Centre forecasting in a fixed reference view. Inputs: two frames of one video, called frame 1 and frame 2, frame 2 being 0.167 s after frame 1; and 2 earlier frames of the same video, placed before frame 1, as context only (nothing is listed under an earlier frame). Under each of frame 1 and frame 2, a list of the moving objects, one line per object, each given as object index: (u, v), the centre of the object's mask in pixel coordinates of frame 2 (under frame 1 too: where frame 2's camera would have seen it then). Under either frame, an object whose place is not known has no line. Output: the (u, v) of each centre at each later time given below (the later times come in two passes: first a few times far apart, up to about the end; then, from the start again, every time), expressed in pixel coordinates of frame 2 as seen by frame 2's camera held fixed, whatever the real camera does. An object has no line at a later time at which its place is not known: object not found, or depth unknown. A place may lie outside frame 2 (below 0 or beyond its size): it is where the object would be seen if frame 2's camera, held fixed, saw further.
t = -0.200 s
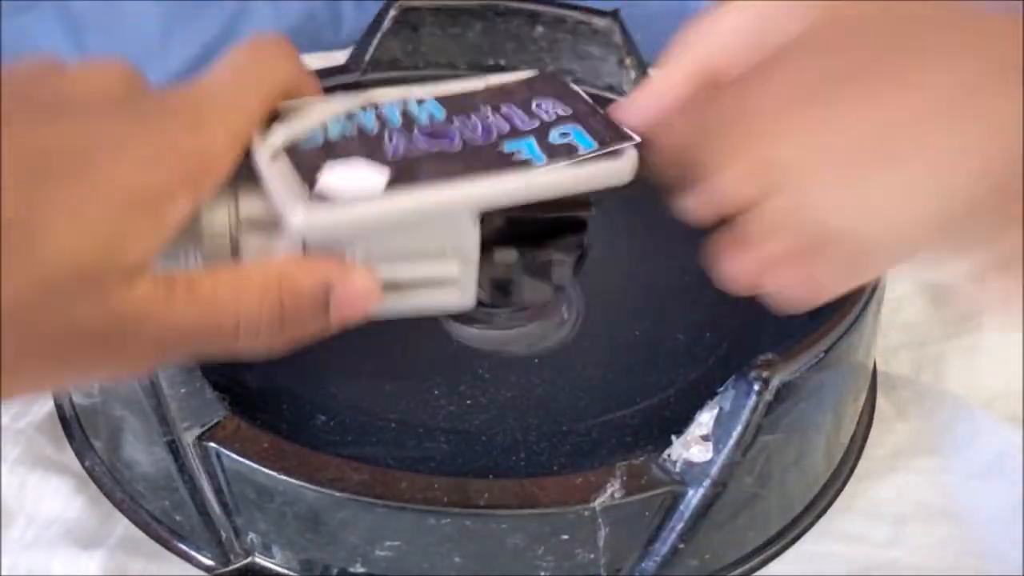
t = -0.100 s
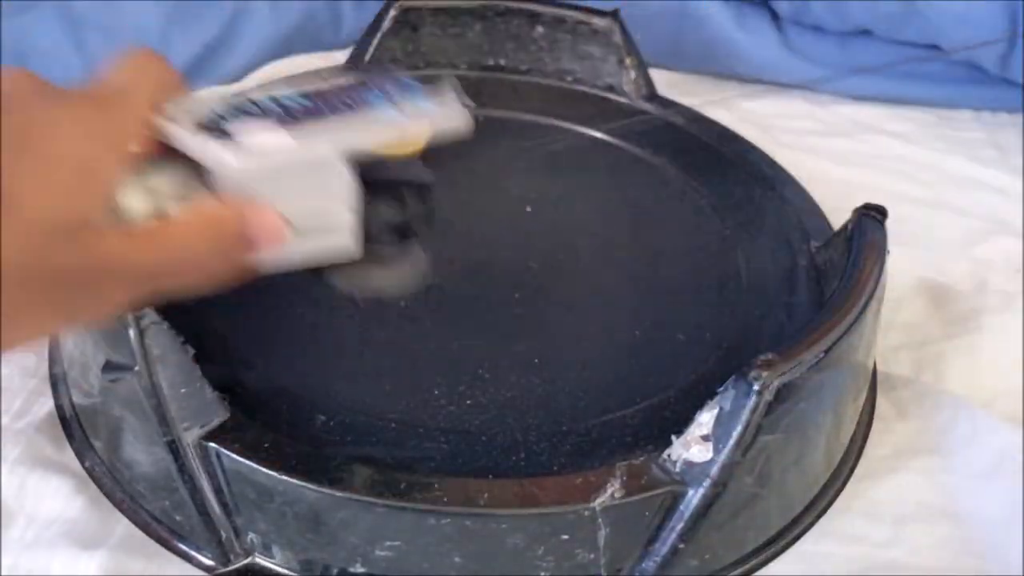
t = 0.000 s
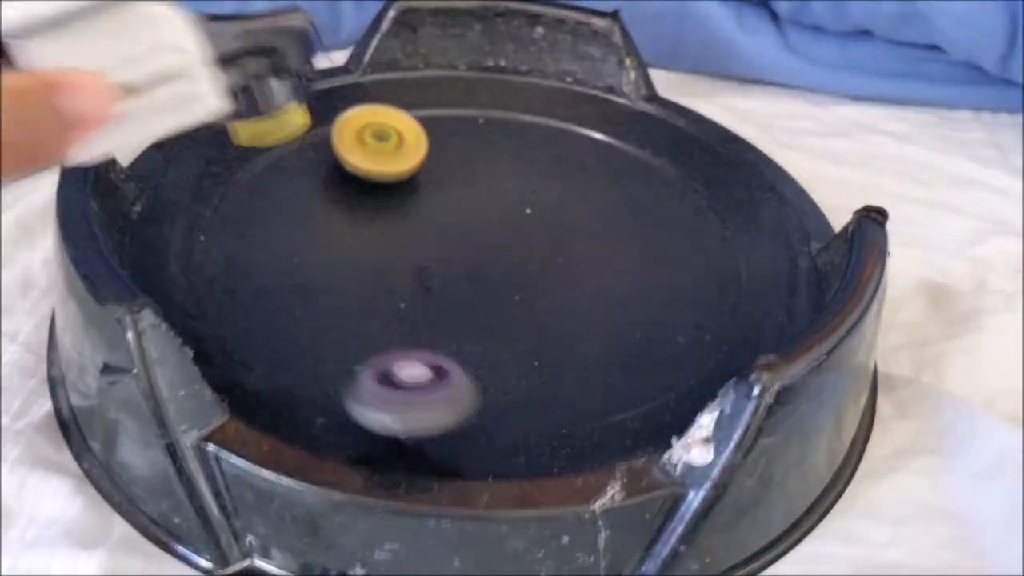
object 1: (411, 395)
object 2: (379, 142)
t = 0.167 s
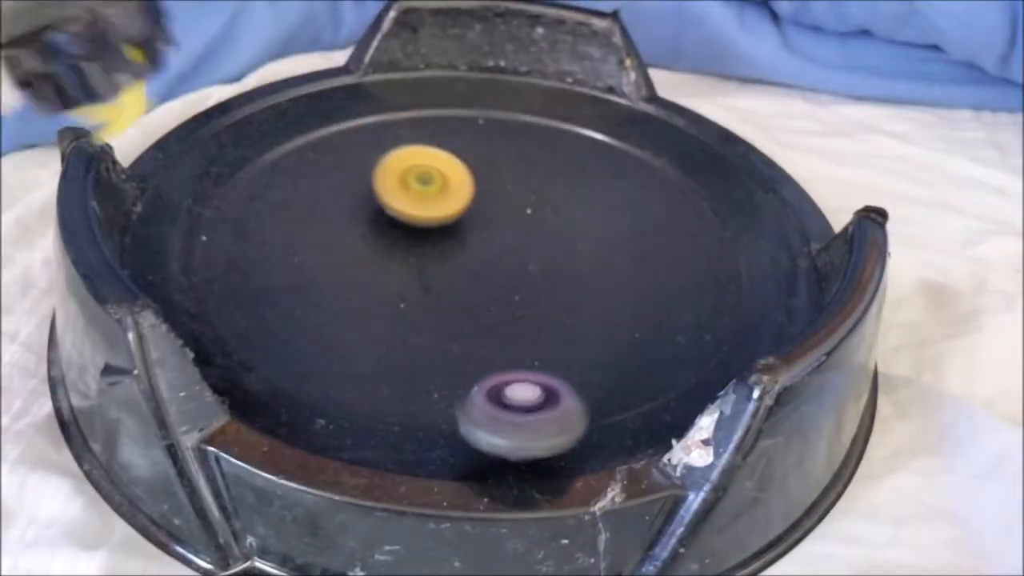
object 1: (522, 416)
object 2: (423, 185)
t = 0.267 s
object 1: (529, 390)
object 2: (475, 197)
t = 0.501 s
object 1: (503, 297)
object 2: (562, 166)
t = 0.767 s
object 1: (376, 236)
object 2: (551, 113)
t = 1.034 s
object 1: (300, 236)
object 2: (486, 147)
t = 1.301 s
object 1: (352, 248)
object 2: (551, 246)
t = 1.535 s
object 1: (397, 230)
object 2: (683, 231)
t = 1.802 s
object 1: (389, 199)
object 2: (676, 177)
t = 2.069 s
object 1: (395, 190)
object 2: (531, 216)
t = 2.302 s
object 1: (415, 188)
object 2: (506, 305)
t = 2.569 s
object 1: (442, 184)
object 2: (656, 321)
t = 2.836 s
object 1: (470, 183)
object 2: (631, 249)
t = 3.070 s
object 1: (458, 114)
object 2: (493, 288)
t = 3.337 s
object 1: (446, 107)
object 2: (531, 357)
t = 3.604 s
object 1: (489, 192)
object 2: (579, 304)
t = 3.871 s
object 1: (562, 193)
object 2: (412, 276)
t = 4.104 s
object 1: (572, 202)
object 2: (353, 324)
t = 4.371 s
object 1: (578, 221)
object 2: (459, 323)
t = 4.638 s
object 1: (580, 242)
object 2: (415, 229)
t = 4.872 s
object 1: (576, 257)
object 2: (306, 202)
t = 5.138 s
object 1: (565, 272)
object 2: (317, 247)
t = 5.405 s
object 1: (544, 287)
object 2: (450, 223)
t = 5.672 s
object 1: (514, 298)
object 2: (428, 143)
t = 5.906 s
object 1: (487, 302)
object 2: (366, 139)
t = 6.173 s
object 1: (456, 297)
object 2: (441, 205)
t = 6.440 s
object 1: (425, 285)
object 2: (542, 170)
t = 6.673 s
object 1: (406, 274)
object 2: (516, 138)
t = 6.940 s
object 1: (392, 259)
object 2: (497, 194)
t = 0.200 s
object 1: (528, 408)
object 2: (439, 191)
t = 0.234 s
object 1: (529, 398)
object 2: (457, 195)
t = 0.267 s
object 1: (529, 390)
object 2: (475, 197)
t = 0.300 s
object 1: (529, 376)
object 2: (493, 196)
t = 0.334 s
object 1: (528, 361)
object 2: (511, 193)
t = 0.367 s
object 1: (526, 347)
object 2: (527, 189)
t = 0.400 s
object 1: (522, 332)
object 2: (541, 183)
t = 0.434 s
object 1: (516, 318)
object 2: (552, 176)
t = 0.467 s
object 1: (508, 304)
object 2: (559, 169)
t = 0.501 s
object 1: (503, 297)
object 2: (562, 166)
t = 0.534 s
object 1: (492, 285)
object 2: (567, 158)
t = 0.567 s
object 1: (479, 274)
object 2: (569, 150)
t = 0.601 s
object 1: (464, 265)
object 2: (569, 143)
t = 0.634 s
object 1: (448, 257)
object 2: (568, 136)
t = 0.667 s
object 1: (430, 251)
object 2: (566, 129)
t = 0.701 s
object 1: (412, 245)
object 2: (562, 123)
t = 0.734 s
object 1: (393, 240)
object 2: (557, 118)
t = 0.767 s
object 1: (376, 236)
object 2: (551, 113)
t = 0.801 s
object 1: (360, 233)
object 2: (544, 110)
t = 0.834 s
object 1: (344, 232)
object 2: (536, 109)
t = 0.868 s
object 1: (331, 231)
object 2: (528, 110)
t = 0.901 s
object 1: (320, 231)
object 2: (519, 113)
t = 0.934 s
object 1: (312, 231)
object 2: (510, 118)
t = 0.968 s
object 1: (306, 233)
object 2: (501, 126)
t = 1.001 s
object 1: (302, 234)
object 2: (493, 135)
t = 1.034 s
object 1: (300, 236)
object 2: (486, 147)
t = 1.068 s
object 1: (301, 237)
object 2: (482, 160)
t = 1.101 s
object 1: (303, 239)
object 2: (481, 174)
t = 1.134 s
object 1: (308, 241)
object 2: (484, 189)
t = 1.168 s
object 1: (315, 243)
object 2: (491, 203)
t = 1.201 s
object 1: (323, 245)
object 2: (502, 216)
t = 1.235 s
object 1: (332, 247)
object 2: (516, 228)
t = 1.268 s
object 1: (342, 248)
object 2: (532, 238)
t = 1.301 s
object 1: (352, 248)
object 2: (551, 246)
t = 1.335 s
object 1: (363, 248)
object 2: (571, 251)
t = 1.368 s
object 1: (373, 248)
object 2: (593, 254)
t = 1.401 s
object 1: (381, 245)
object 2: (614, 254)
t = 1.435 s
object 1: (388, 242)
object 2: (634, 250)
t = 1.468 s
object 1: (393, 239)
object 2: (652, 245)
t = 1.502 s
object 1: (396, 235)
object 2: (669, 239)
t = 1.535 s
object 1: (397, 230)
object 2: (683, 231)
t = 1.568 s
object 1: (397, 225)
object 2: (694, 222)
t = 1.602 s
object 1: (396, 220)
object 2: (702, 213)
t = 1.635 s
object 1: (394, 215)
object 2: (708, 205)
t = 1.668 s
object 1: (393, 211)
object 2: (712, 196)
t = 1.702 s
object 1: (391, 207)
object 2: (708, 189)
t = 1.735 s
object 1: (390, 204)
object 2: (698, 184)
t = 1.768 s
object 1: (389, 201)
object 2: (688, 180)
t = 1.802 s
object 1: (389, 199)
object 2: (676, 177)
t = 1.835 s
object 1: (389, 197)
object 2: (661, 176)
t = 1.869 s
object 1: (389, 195)
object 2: (645, 176)
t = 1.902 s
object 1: (389, 194)
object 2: (626, 178)
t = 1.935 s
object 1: (389, 193)
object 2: (607, 181)
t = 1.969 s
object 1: (390, 192)
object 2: (587, 187)
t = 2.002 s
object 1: (392, 191)
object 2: (567, 195)
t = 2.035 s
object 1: (393, 191)
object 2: (548, 205)
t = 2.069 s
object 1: (395, 190)
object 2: (531, 216)
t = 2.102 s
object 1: (398, 190)
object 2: (518, 228)
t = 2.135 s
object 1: (400, 190)
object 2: (506, 241)
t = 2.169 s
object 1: (403, 190)
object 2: (499, 254)
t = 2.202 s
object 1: (405, 189)
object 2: (495, 268)
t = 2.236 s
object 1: (408, 189)
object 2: (494, 281)
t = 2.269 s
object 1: (412, 188)
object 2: (499, 293)
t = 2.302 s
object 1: (415, 188)
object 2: (506, 305)
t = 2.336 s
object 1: (418, 187)
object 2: (518, 315)
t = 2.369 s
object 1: (421, 187)
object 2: (533, 323)
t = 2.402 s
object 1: (425, 186)
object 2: (552, 329)
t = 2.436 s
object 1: (428, 186)
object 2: (573, 332)
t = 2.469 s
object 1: (431, 186)
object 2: (595, 332)
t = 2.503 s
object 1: (435, 185)
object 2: (617, 331)
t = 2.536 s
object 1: (438, 184)
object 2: (638, 327)
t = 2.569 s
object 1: (442, 184)
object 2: (656, 321)
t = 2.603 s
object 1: (446, 184)
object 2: (671, 314)
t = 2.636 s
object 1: (449, 183)
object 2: (681, 305)
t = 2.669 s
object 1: (453, 183)
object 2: (686, 296)
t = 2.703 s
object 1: (456, 183)
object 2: (685, 286)
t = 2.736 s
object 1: (459, 183)
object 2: (679, 276)
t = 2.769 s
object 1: (463, 183)
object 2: (667, 266)
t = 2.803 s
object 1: (467, 183)
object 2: (652, 257)
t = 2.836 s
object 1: (470, 183)
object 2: (631, 249)
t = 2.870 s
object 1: (474, 183)
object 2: (608, 242)
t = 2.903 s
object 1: (478, 183)
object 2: (582, 237)
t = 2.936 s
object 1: (481, 183)
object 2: (555, 235)
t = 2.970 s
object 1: (482, 178)
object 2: (529, 235)
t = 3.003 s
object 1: (473, 149)
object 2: (515, 258)
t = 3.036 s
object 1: (467, 138)
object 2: (507, 269)
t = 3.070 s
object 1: (458, 114)
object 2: (493, 288)
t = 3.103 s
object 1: (451, 97)
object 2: (482, 303)
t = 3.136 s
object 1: (444, 85)
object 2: (476, 316)
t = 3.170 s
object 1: (439, 80)
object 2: (474, 327)
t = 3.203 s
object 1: (437, 80)
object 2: (479, 336)
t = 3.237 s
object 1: (438, 82)
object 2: (487, 344)
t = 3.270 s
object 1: (441, 87)
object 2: (499, 350)
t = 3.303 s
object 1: (443, 97)
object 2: (514, 355)
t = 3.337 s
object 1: (446, 107)
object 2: (531, 357)
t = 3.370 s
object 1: (449, 118)
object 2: (547, 357)
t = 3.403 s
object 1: (452, 130)
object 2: (563, 355)
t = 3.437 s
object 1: (455, 142)
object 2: (575, 351)
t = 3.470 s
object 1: (460, 153)
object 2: (584, 344)
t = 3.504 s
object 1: (466, 164)
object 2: (589, 336)
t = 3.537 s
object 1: (473, 175)
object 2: (590, 326)
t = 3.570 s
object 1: (480, 184)
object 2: (587, 315)
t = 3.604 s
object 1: (489, 192)
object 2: (579, 304)
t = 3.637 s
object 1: (498, 198)
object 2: (567, 293)
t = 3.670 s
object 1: (507, 203)
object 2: (550, 283)
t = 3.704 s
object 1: (516, 206)
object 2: (531, 274)
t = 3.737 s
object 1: (526, 206)
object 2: (511, 266)
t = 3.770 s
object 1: (538, 202)
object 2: (484, 266)
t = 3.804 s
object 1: (549, 197)
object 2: (457, 269)
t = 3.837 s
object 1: (557, 194)
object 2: (433, 272)
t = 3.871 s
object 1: (562, 193)
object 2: (412, 276)
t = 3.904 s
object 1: (565, 194)
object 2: (393, 280)
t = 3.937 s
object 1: (568, 195)
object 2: (377, 286)
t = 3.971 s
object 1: (569, 196)
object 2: (364, 292)
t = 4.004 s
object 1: (570, 197)
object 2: (355, 299)
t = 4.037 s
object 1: (571, 199)
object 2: (351, 307)
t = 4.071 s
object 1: (571, 200)
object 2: (351, 315)
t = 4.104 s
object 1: (572, 202)
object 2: (353, 324)
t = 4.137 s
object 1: (573, 204)
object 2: (359, 331)
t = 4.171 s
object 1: (573, 206)
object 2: (371, 337)
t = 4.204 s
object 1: (574, 208)
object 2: (385, 341)
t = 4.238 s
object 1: (575, 210)
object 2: (401, 343)
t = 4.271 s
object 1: (576, 213)
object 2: (417, 342)
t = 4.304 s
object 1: (576, 216)
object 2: (434, 338)
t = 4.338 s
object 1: (577, 218)
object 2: (448, 332)
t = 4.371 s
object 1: (578, 221)
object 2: (459, 323)
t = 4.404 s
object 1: (579, 223)
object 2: (467, 312)
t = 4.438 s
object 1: (579, 226)
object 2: (469, 300)
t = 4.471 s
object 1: (579, 228)
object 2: (468, 287)
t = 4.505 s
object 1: (580, 231)
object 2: (463, 273)
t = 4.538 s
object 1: (580, 234)
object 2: (454, 261)
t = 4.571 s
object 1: (580, 237)
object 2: (443, 250)
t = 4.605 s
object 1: (580, 240)
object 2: (430, 239)
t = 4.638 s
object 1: (580, 242)
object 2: (415, 229)
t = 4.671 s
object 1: (580, 244)
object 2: (400, 220)
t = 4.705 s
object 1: (580, 246)
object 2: (383, 213)
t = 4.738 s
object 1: (579, 248)
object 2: (367, 207)
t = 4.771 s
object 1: (578, 250)
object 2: (350, 203)
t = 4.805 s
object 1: (578, 252)
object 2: (334, 201)
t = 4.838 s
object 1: (577, 255)
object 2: (319, 201)
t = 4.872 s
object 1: (576, 257)
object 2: (306, 202)
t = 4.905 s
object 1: (575, 259)
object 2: (295, 205)
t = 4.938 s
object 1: (574, 261)
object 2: (286, 209)
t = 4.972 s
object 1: (573, 263)
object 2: (281, 214)
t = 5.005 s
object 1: (571, 265)
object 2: (280, 220)
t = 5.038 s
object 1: (570, 266)
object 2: (283, 226)
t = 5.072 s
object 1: (568, 268)
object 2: (291, 234)
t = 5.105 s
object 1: (567, 270)
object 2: (302, 241)
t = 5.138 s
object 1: (565, 272)
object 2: (317, 247)
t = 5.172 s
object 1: (563, 274)
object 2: (335, 252)
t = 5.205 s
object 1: (561, 276)
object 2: (355, 256)
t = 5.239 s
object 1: (558, 279)
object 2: (375, 256)
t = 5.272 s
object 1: (556, 280)
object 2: (395, 254)
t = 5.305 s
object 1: (553, 282)
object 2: (412, 249)
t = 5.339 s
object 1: (550, 284)
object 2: (427, 242)
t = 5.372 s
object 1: (547, 285)
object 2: (440, 233)
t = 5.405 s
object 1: (544, 287)
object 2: (450, 223)
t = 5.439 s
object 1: (541, 288)
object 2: (456, 212)
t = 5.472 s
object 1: (538, 289)
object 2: (459, 200)
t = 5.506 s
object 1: (534, 291)
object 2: (459, 188)
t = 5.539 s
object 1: (530, 292)
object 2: (456, 176)
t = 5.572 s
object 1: (527, 293)
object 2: (453, 170)
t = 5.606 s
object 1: (523, 295)
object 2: (447, 160)
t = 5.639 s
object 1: (519, 296)
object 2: (438, 151)
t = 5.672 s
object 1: (514, 298)
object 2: (428, 143)
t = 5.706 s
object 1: (510, 299)
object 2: (418, 136)
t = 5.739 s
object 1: (506, 300)
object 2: (407, 132)
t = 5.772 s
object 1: (502, 300)
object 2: (396, 129)
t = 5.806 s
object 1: (498, 301)
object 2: (386, 128)
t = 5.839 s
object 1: (494, 301)
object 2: (377, 130)
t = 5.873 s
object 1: (490, 302)
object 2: (370, 134)
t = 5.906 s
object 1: (487, 302)
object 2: (366, 139)
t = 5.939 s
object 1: (484, 301)
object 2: (365, 147)
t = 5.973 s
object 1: (481, 301)
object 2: (367, 156)
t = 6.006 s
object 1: (477, 301)
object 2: (372, 166)
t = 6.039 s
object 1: (474, 301)
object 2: (380, 176)
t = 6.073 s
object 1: (470, 301)
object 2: (392, 186)
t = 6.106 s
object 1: (465, 300)
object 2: (407, 195)
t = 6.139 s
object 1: (460, 299)
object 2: (423, 201)
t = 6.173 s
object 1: (456, 297)
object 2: (441, 205)
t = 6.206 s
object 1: (452, 296)
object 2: (459, 207)
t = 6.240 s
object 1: (448, 295)
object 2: (476, 207)
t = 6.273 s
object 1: (445, 294)
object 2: (492, 204)
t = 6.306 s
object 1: (441, 292)
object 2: (506, 200)
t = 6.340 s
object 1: (436, 290)
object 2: (519, 194)
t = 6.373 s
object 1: (433, 289)
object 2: (530, 187)
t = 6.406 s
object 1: (429, 287)
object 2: (537, 179)
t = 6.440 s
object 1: (425, 285)
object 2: (542, 170)
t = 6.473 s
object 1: (421, 283)
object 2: (543, 163)
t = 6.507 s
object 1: (419, 281)
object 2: (542, 155)
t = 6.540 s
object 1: (416, 280)
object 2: (539, 148)
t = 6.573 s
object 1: (413, 278)
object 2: (535, 143)
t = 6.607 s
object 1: (410, 277)
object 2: (529, 139)
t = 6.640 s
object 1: (408, 276)
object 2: (523, 137)
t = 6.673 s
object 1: (406, 274)
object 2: (516, 138)
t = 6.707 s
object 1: (404, 273)
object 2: (509, 139)
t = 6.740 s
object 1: (402, 271)
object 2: (502, 143)
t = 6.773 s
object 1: (400, 269)
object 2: (496, 149)
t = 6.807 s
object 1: (398, 267)
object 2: (491, 157)
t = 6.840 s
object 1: (396, 265)
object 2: (489, 166)
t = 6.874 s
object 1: (395, 263)
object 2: (489, 175)
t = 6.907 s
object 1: (393, 261)
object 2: (491, 185)
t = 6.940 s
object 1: (392, 259)
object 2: (497, 194)
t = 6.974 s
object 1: (391, 257)
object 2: (505, 203)
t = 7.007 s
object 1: (391, 255)
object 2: (515, 210)
